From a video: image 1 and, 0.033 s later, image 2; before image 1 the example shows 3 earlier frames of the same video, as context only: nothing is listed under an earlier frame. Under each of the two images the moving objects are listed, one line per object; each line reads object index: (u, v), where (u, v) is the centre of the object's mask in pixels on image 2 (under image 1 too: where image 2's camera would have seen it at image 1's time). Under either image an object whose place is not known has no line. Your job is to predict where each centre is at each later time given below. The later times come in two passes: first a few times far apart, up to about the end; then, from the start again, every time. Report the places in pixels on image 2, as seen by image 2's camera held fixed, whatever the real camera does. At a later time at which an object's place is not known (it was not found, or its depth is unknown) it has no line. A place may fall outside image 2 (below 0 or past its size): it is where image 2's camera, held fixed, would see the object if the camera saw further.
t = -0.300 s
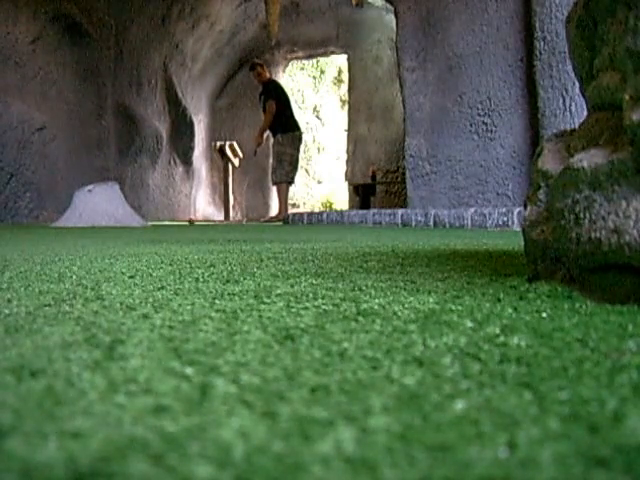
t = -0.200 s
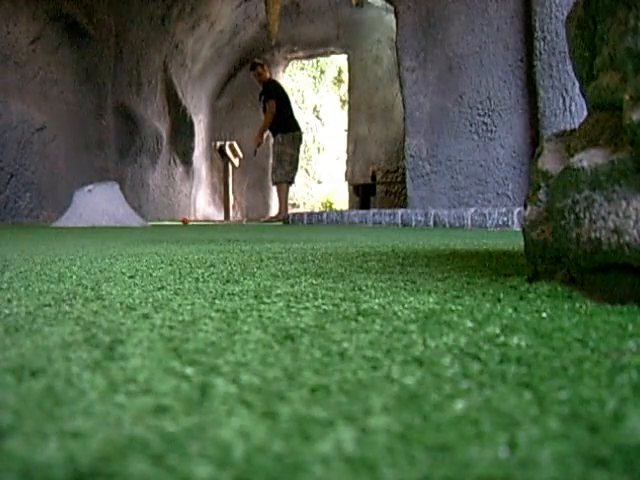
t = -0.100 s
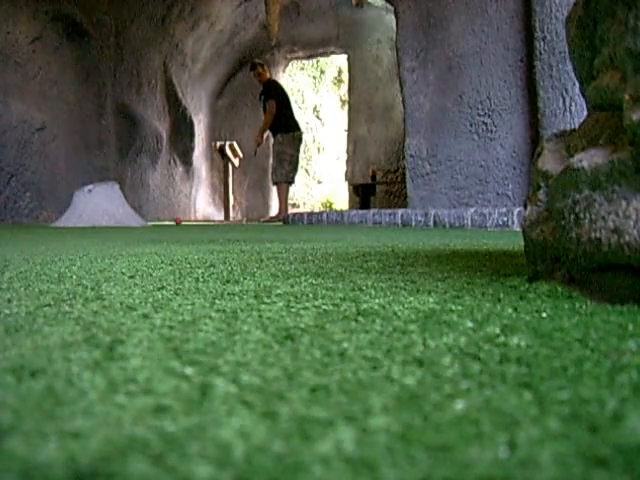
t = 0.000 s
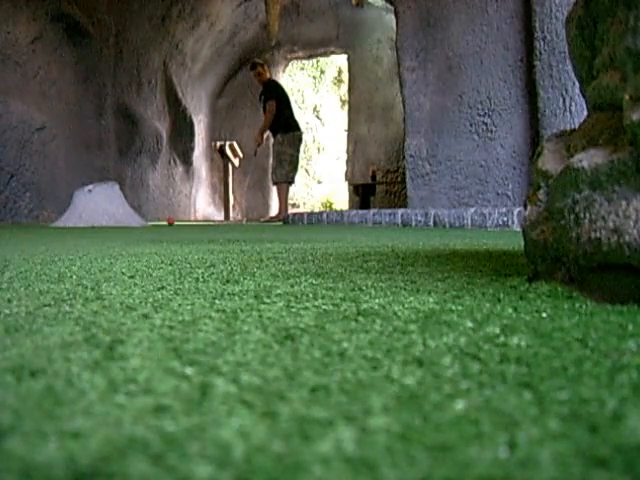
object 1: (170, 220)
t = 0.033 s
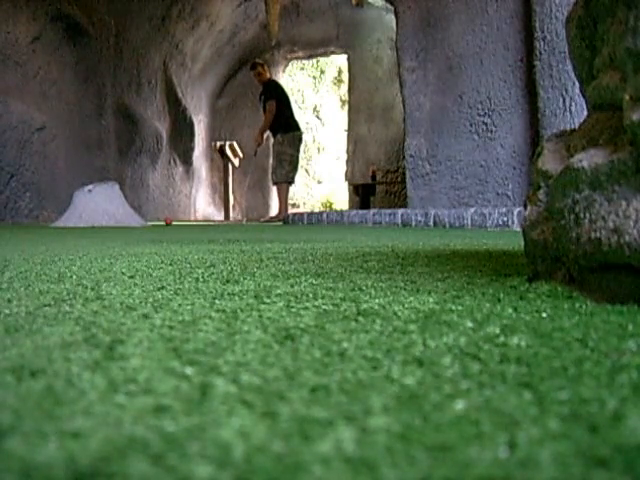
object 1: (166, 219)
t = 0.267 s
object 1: (151, 217)
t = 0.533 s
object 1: (159, 219)
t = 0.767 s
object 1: (166, 221)
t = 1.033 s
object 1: (175, 223)
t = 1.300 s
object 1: (187, 225)
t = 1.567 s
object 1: (206, 227)
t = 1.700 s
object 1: (217, 230)
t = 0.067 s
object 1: (164, 220)
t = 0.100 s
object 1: (162, 220)
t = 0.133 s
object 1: (158, 219)
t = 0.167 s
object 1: (156, 220)
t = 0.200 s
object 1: (154, 220)
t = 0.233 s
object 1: (151, 220)
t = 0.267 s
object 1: (151, 217)
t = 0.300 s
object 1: (151, 213)
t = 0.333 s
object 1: (152, 212)
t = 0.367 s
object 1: (154, 212)
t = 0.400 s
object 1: (155, 215)
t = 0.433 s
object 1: (156, 219)
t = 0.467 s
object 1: (157, 219)
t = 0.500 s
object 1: (158, 218)
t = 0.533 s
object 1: (159, 219)
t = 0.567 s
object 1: (160, 220)
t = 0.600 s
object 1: (161, 220)
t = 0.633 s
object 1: (162, 220)
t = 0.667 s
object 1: (163, 221)
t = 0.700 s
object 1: (164, 221)
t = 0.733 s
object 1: (165, 221)
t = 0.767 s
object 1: (166, 221)
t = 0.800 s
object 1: (167, 221)
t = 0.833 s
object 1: (168, 221)
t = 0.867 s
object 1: (169, 221)
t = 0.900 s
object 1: (170, 221)
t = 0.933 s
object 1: (171, 222)
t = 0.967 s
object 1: (172, 222)
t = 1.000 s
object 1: (174, 223)
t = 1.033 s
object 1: (175, 223)
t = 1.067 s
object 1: (176, 223)
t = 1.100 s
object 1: (177, 223)
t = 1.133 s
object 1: (179, 224)
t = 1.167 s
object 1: (180, 224)
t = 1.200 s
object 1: (182, 224)
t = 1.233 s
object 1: (183, 224)
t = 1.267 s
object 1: (184, 225)
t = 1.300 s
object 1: (187, 225)
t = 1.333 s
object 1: (189, 225)
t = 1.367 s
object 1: (191, 225)
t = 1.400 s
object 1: (193, 225)
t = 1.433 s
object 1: (196, 226)
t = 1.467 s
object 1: (198, 226)
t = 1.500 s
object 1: (201, 227)
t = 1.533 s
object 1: (204, 227)
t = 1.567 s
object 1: (206, 227)
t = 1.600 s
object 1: (209, 227)
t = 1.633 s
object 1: (212, 226)
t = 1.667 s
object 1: (214, 227)
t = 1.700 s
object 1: (217, 230)
